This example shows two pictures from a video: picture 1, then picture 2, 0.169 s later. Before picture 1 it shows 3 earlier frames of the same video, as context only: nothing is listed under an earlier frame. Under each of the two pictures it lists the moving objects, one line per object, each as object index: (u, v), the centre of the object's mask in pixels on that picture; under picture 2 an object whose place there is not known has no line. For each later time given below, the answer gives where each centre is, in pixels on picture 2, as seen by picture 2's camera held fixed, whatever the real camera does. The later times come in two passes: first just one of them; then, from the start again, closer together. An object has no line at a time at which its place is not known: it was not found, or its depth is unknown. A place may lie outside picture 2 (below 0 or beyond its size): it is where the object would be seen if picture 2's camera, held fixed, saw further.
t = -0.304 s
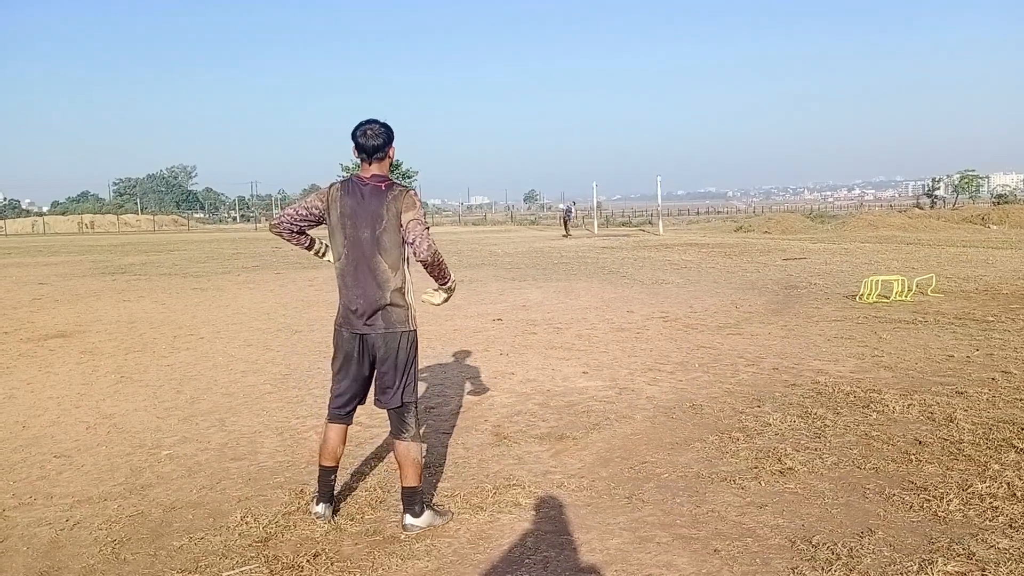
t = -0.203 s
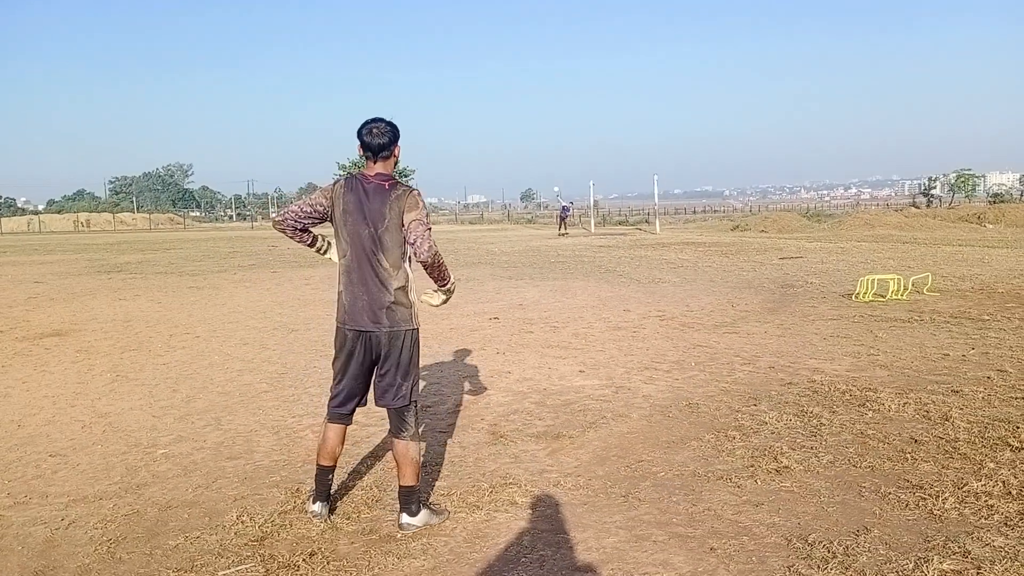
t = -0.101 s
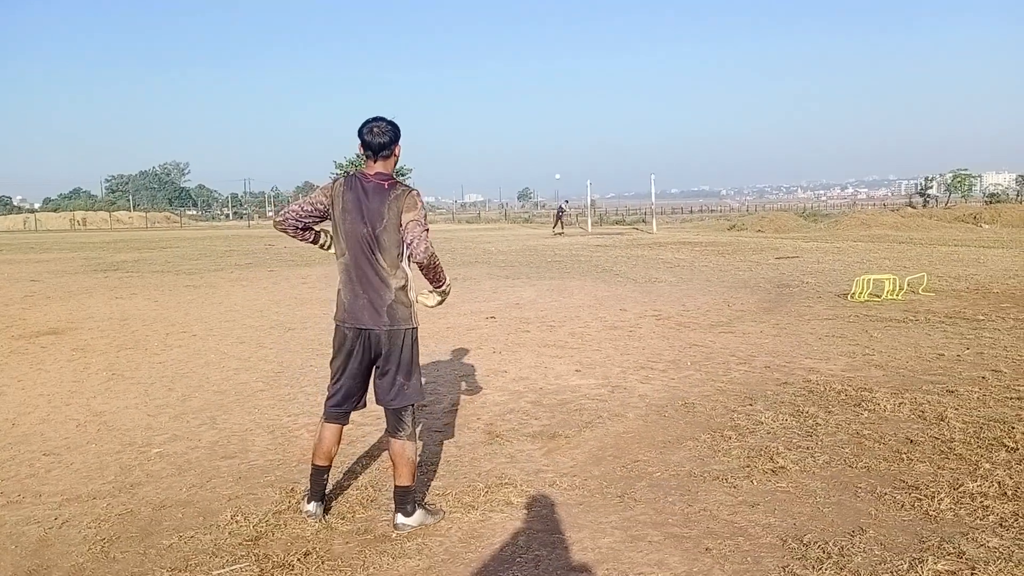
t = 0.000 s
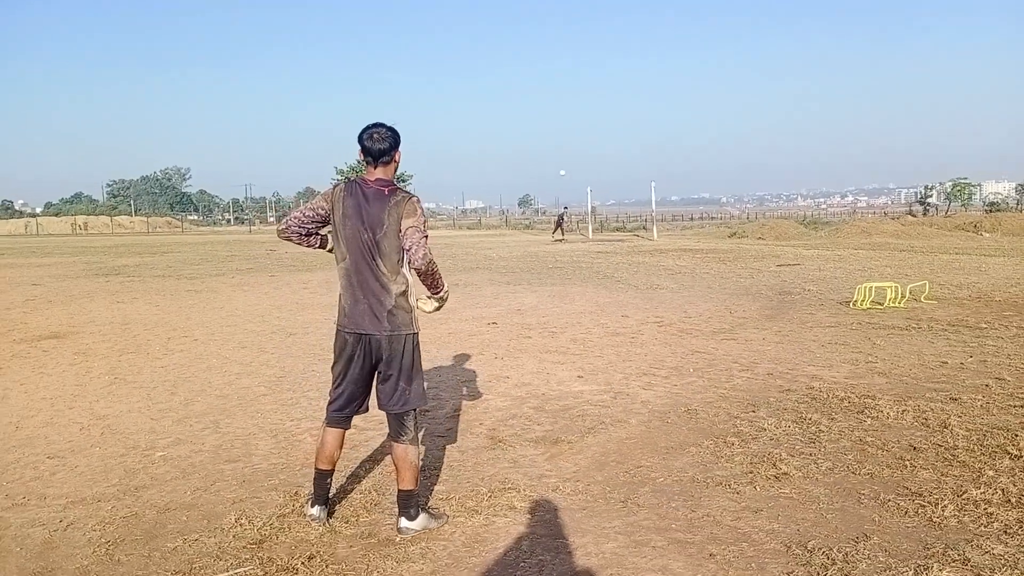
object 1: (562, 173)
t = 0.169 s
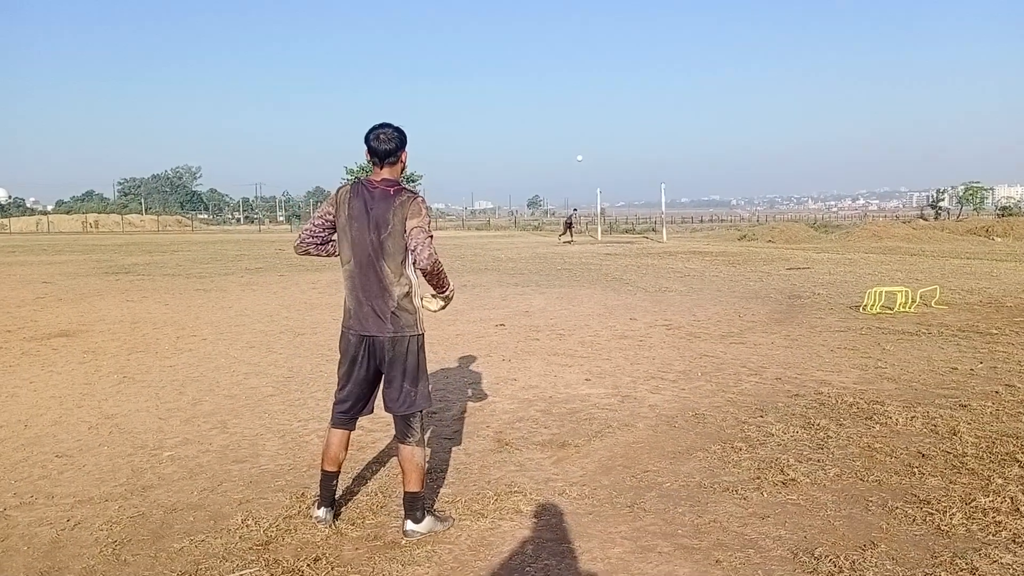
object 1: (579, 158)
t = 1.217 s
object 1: (633, 223)
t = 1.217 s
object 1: (633, 223)
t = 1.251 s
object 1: (635, 234)
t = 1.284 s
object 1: (638, 247)
